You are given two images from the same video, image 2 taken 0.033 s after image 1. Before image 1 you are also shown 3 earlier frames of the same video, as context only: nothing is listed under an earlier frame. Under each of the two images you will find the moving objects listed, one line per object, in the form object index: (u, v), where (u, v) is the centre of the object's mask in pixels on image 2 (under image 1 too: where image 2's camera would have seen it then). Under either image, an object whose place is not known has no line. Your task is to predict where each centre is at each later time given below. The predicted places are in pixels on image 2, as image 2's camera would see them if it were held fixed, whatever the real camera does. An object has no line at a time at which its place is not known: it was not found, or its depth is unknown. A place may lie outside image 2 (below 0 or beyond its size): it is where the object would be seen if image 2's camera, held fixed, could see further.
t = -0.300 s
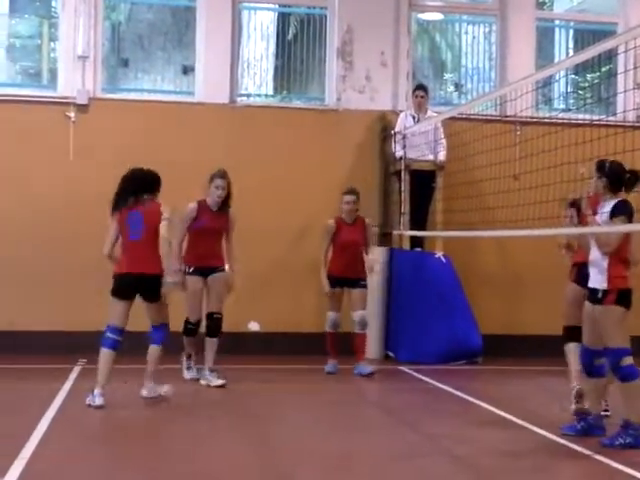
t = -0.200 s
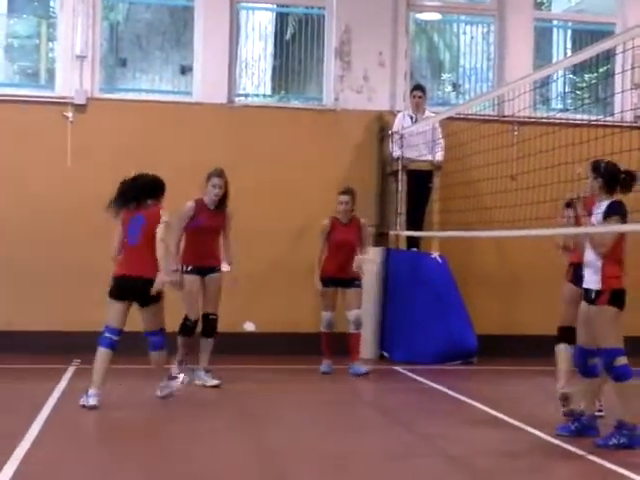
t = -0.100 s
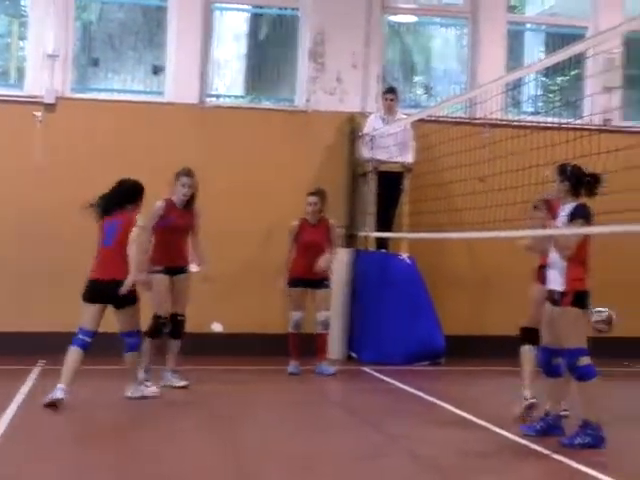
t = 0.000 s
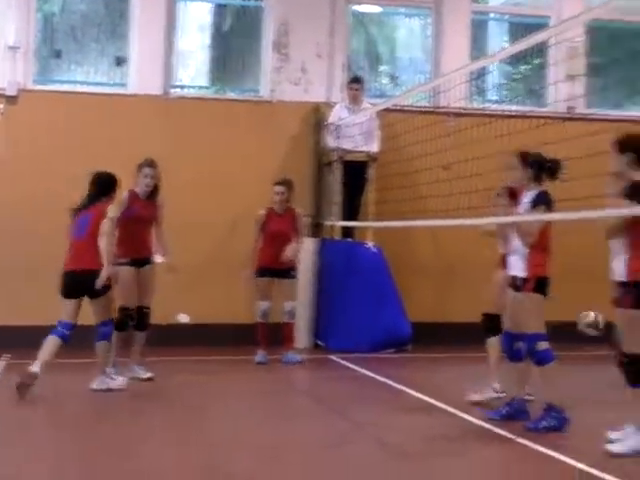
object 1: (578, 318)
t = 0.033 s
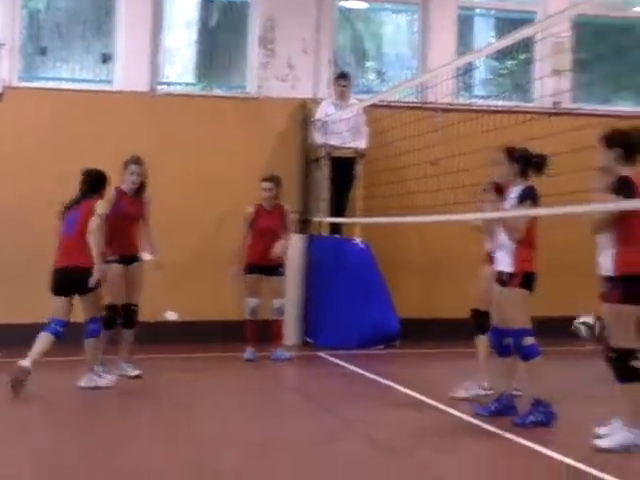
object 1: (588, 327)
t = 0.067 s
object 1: (594, 338)
